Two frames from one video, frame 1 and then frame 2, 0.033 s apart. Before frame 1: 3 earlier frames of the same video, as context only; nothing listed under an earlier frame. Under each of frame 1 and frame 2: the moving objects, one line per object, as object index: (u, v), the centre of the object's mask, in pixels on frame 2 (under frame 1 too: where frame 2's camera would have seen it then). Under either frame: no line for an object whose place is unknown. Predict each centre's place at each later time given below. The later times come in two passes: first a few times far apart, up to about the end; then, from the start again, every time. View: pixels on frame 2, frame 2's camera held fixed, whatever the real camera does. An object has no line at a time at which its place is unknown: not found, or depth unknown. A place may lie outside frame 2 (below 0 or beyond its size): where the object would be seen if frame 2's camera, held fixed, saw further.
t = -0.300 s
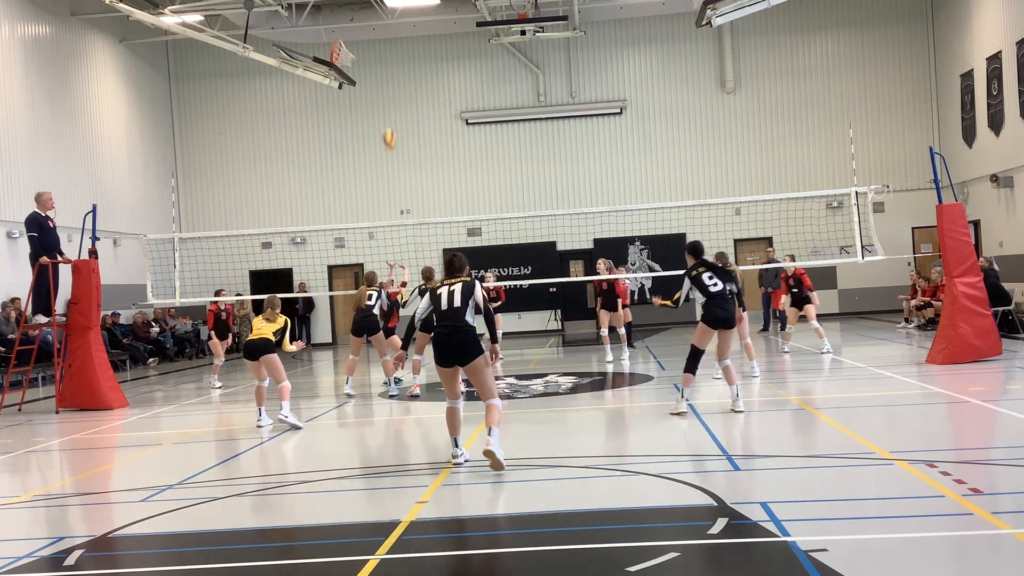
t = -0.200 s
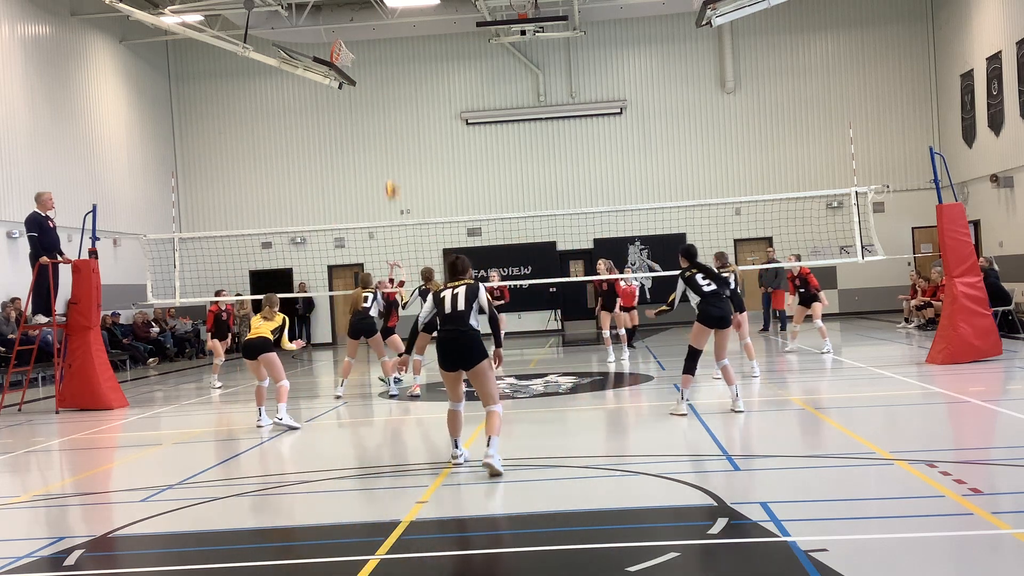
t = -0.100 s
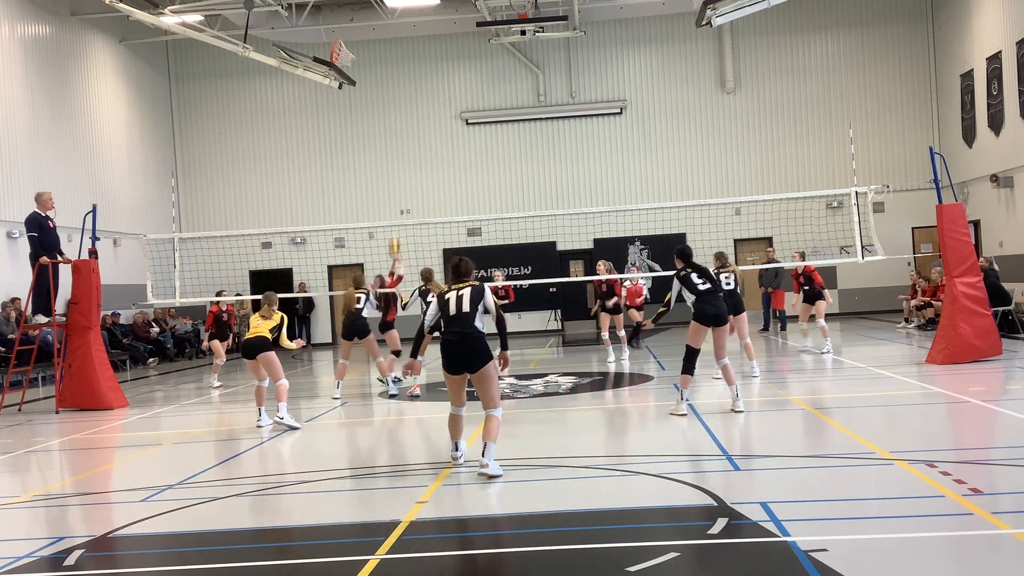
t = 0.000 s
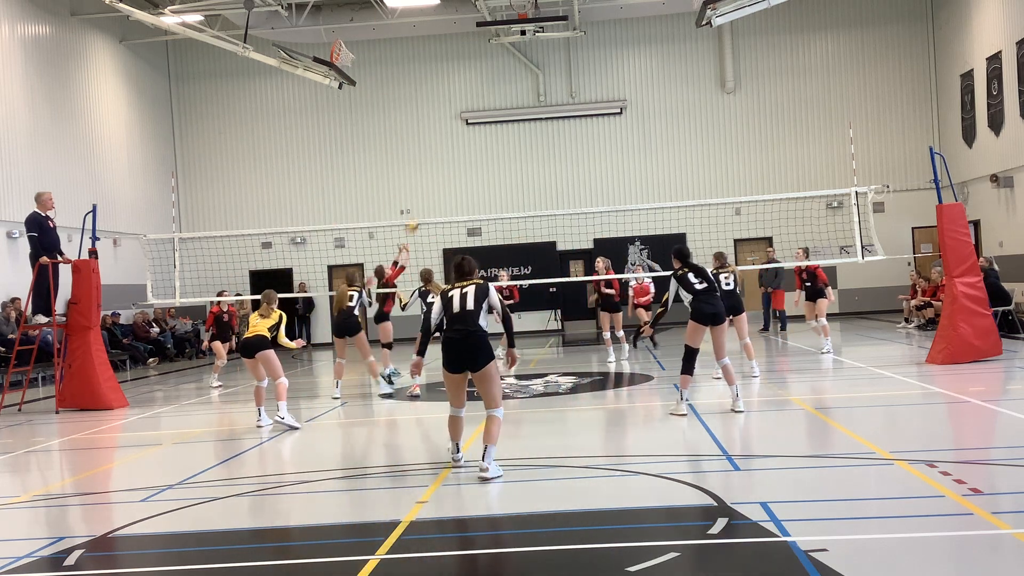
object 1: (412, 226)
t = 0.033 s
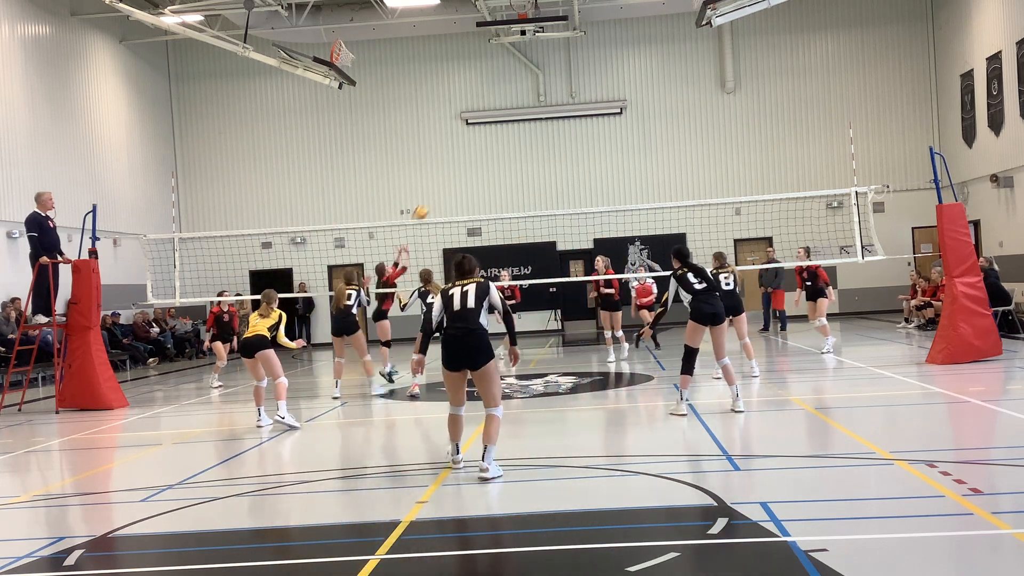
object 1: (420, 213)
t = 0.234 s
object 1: (467, 158)
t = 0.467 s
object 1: (522, 130)
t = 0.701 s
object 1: (579, 140)
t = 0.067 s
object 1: (427, 202)
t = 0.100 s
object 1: (435, 192)
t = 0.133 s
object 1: (443, 183)
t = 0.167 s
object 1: (450, 174)
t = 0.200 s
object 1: (459, 166)
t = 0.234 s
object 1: (467, 158)
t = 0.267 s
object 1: (475, 152)
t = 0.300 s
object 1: (482, 147)
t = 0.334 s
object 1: (490, 142)
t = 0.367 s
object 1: (498, 138)
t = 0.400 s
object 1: (506, 135)
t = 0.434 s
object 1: (514, 131)
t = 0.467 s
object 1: (522, 130)
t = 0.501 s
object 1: (530, 129)
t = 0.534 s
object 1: (538, 129)
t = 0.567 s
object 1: (546, 130)
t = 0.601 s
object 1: (555, 131)
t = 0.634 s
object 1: (563, 133)
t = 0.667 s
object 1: (571, 136)
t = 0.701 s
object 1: (579, 140)
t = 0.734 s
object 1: (587, 145)
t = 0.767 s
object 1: (595, 150)
